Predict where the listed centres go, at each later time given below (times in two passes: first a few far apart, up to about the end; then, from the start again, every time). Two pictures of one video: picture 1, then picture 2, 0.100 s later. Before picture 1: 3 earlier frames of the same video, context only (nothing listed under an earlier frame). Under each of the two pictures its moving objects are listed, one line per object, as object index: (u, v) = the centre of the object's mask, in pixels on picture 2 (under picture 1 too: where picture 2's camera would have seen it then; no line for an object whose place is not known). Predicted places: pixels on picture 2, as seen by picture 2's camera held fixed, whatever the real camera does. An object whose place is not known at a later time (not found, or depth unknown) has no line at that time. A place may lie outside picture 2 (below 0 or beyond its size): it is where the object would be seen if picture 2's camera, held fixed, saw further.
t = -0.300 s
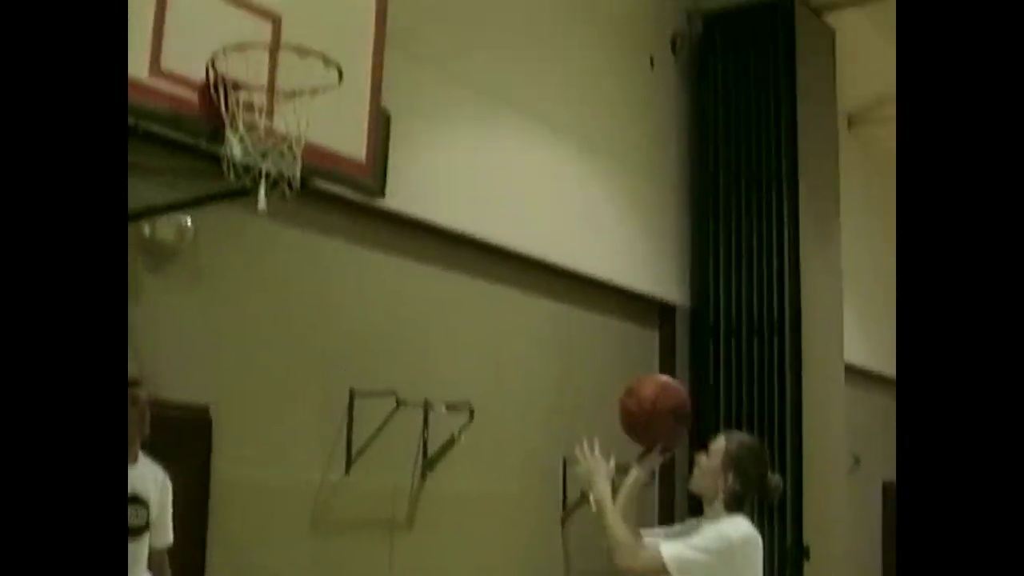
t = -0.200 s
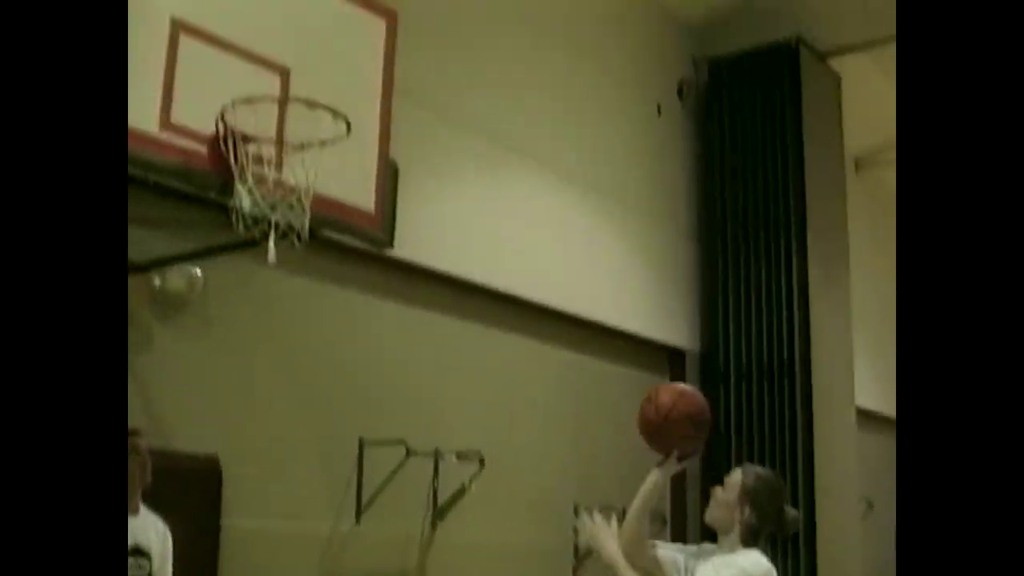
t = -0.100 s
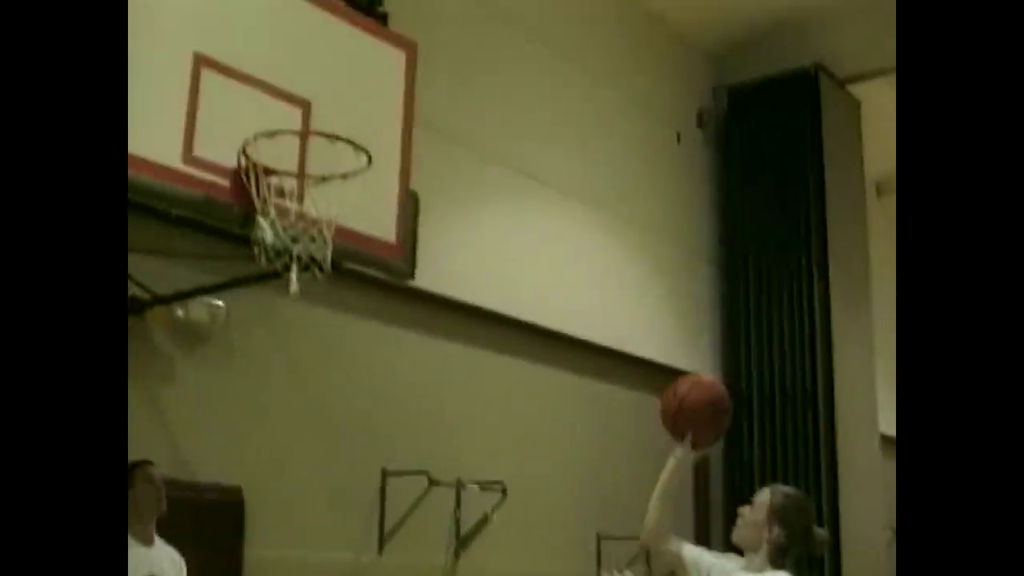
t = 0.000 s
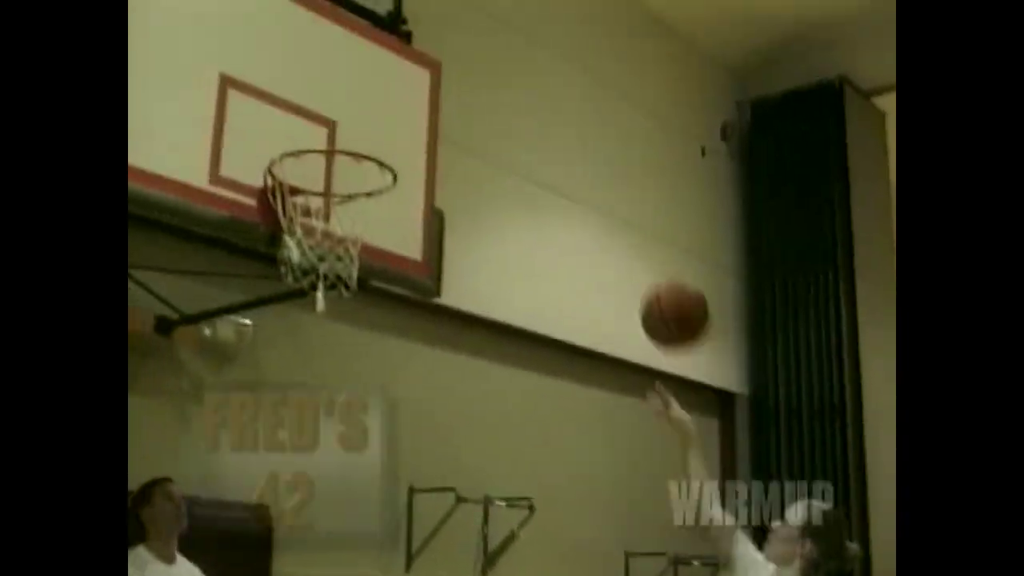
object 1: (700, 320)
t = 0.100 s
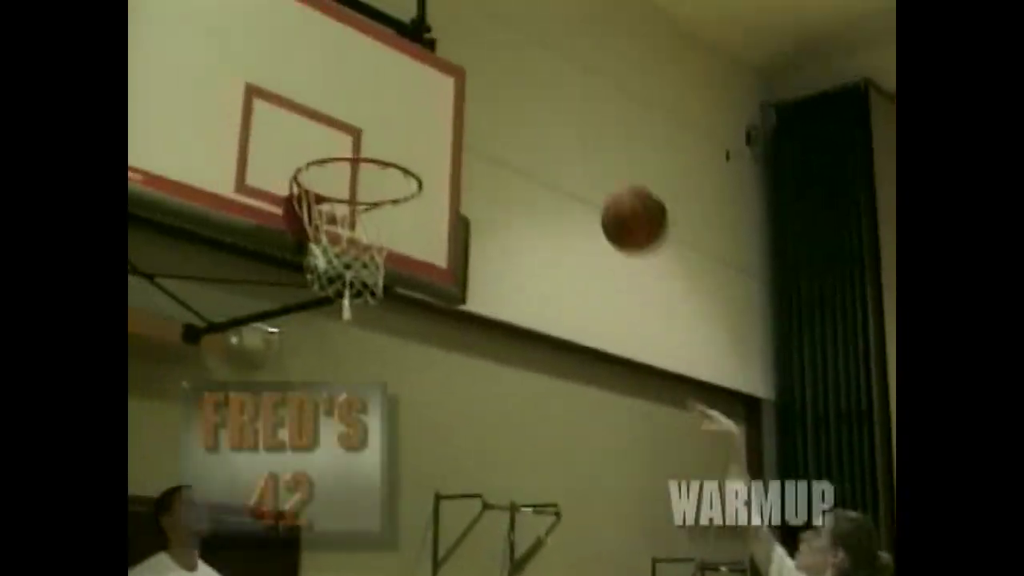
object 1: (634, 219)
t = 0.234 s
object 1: (554, 138)
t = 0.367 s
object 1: (480, 105)
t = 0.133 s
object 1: (613, 194)
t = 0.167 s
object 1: (593, 172)
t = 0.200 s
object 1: (573, 153)
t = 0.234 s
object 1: (554, 138)
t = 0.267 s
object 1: (535, 125)
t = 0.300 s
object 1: (516, 116)
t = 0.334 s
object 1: (498, 110)
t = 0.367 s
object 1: (480, 105)
